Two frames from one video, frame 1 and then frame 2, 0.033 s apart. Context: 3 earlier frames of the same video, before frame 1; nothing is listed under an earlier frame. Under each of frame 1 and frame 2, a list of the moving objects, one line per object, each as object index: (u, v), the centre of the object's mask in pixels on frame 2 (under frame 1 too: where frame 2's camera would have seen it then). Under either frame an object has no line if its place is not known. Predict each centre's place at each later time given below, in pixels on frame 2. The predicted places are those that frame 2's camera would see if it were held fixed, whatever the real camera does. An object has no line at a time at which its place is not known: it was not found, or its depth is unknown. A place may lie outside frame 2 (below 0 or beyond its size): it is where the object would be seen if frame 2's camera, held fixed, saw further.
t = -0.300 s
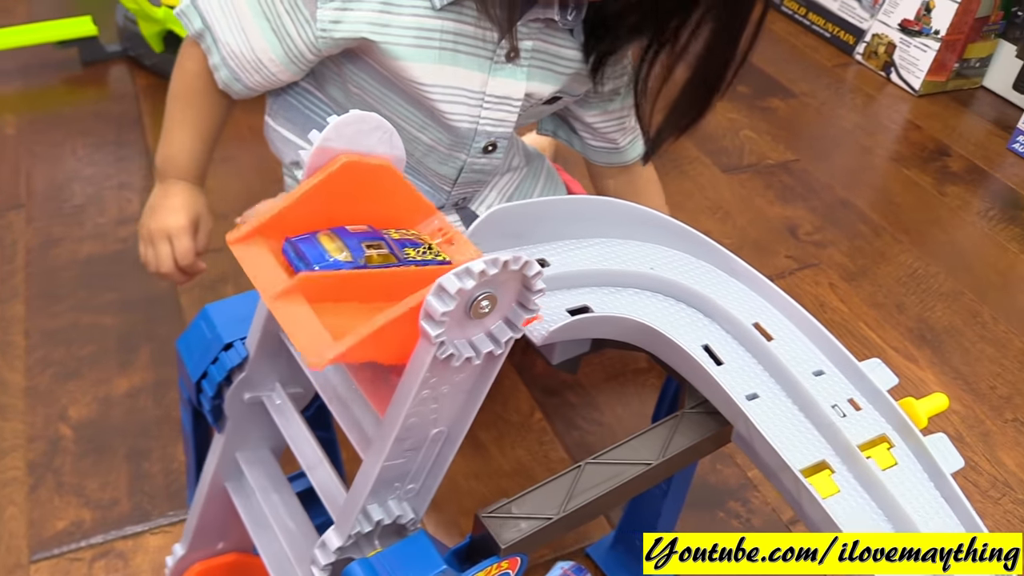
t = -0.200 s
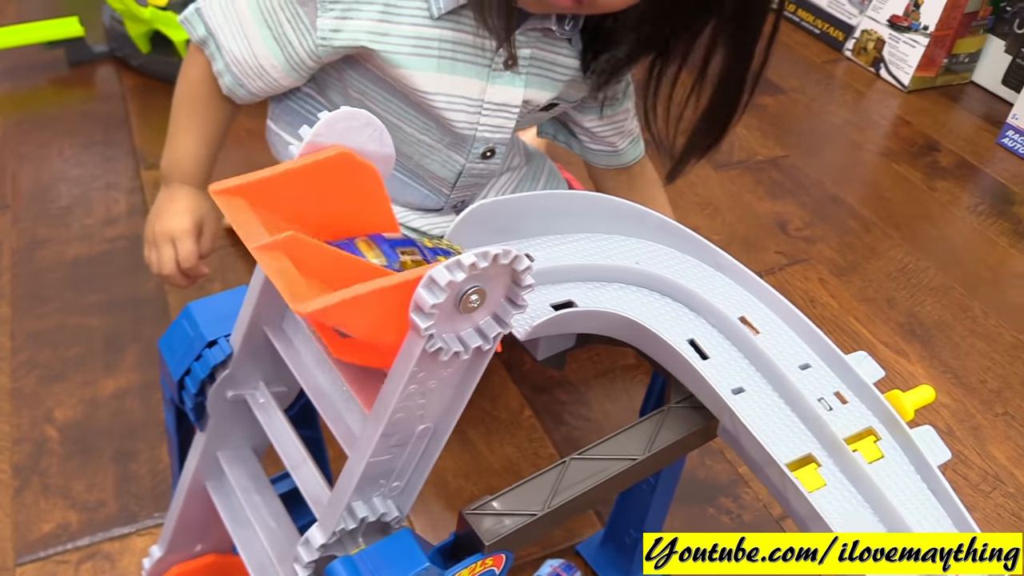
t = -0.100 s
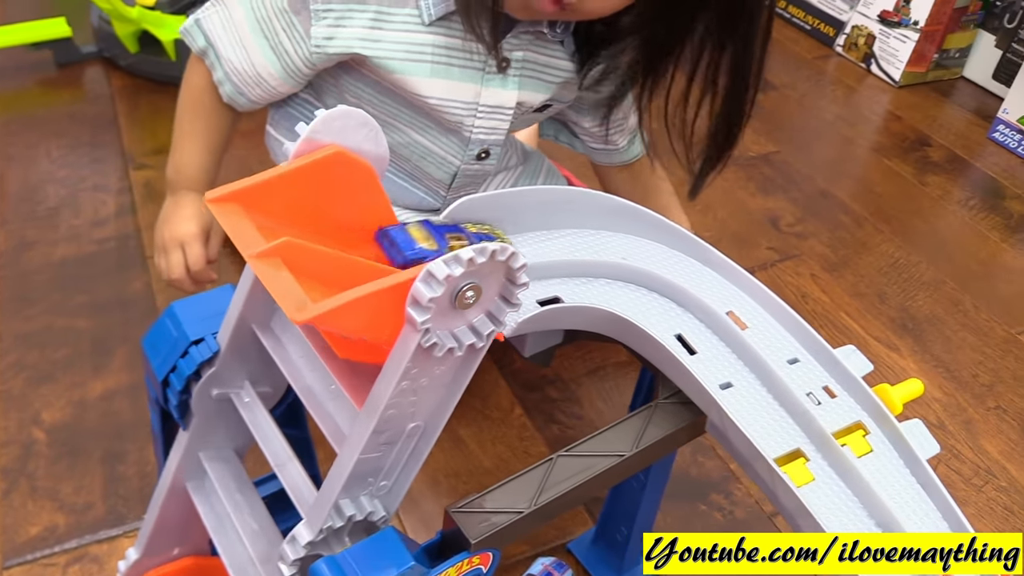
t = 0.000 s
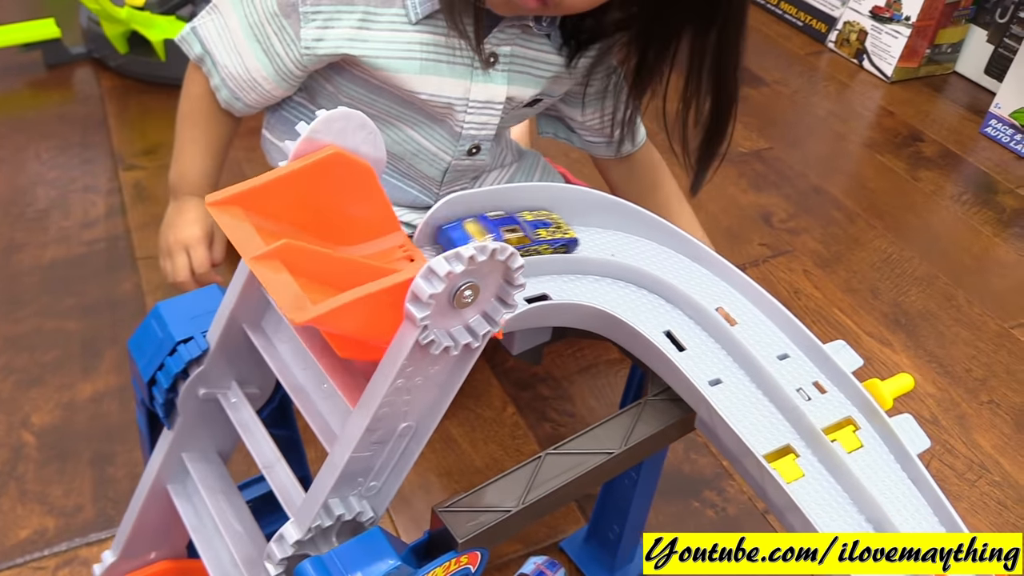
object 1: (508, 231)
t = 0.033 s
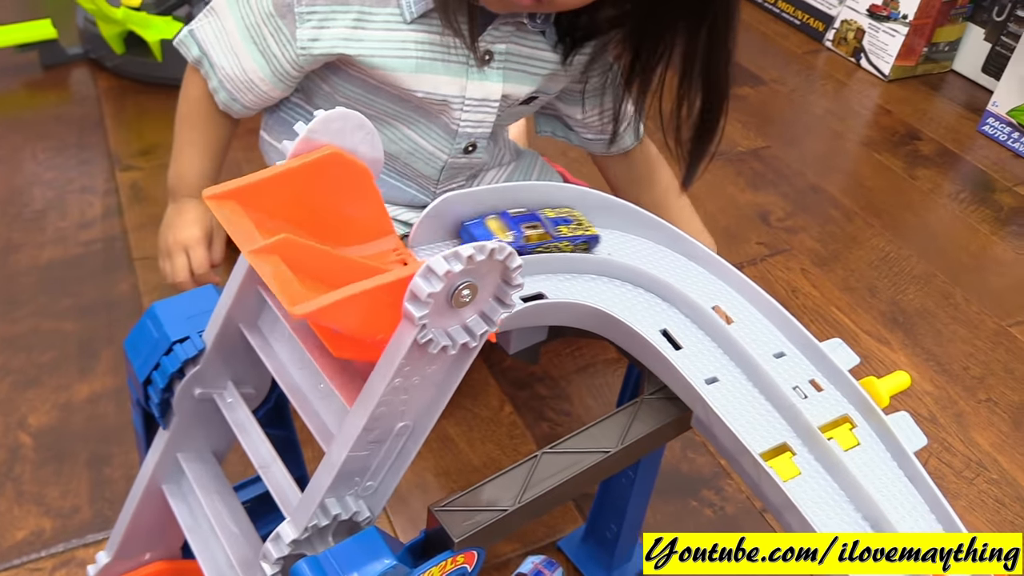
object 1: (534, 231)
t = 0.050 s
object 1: (546, 231)
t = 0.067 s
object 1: (558, 231)
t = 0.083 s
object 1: (569, 232)
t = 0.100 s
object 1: (581, 233)
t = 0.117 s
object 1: (594, 235)
